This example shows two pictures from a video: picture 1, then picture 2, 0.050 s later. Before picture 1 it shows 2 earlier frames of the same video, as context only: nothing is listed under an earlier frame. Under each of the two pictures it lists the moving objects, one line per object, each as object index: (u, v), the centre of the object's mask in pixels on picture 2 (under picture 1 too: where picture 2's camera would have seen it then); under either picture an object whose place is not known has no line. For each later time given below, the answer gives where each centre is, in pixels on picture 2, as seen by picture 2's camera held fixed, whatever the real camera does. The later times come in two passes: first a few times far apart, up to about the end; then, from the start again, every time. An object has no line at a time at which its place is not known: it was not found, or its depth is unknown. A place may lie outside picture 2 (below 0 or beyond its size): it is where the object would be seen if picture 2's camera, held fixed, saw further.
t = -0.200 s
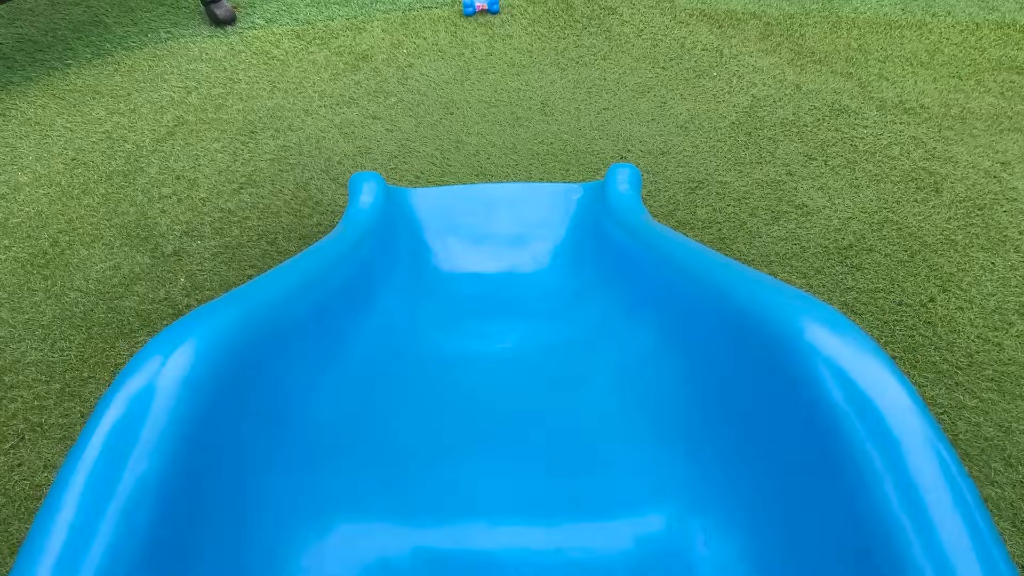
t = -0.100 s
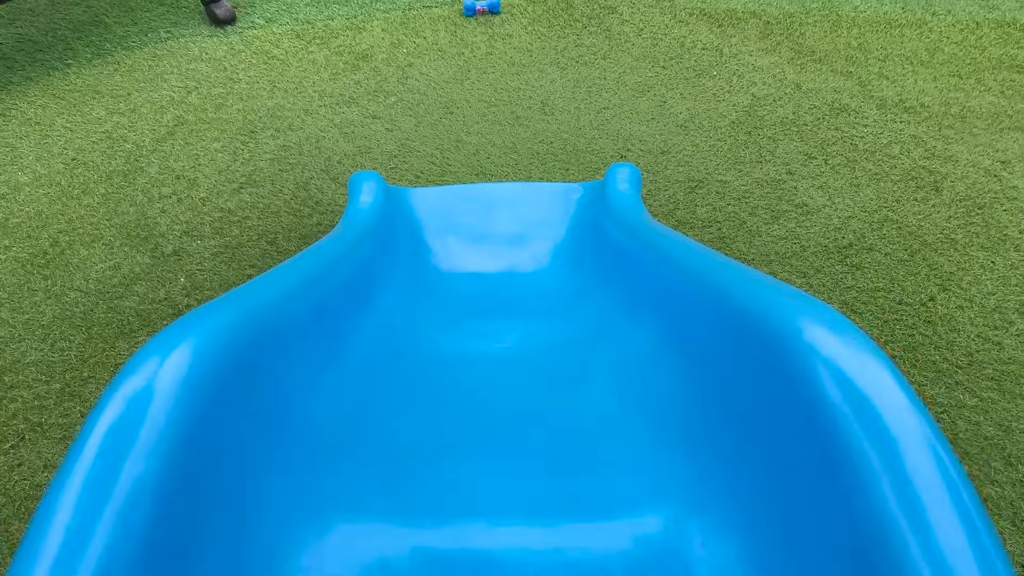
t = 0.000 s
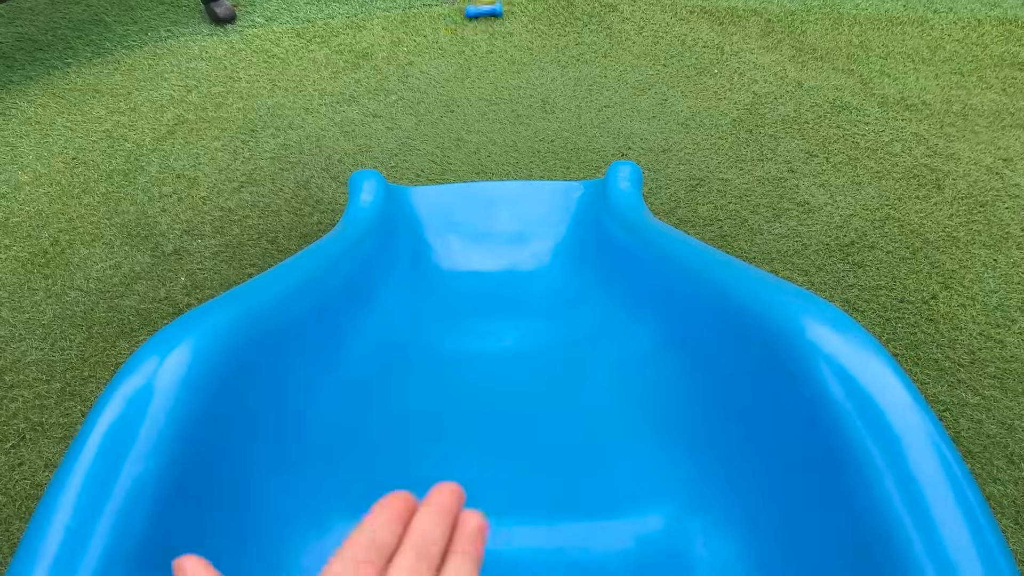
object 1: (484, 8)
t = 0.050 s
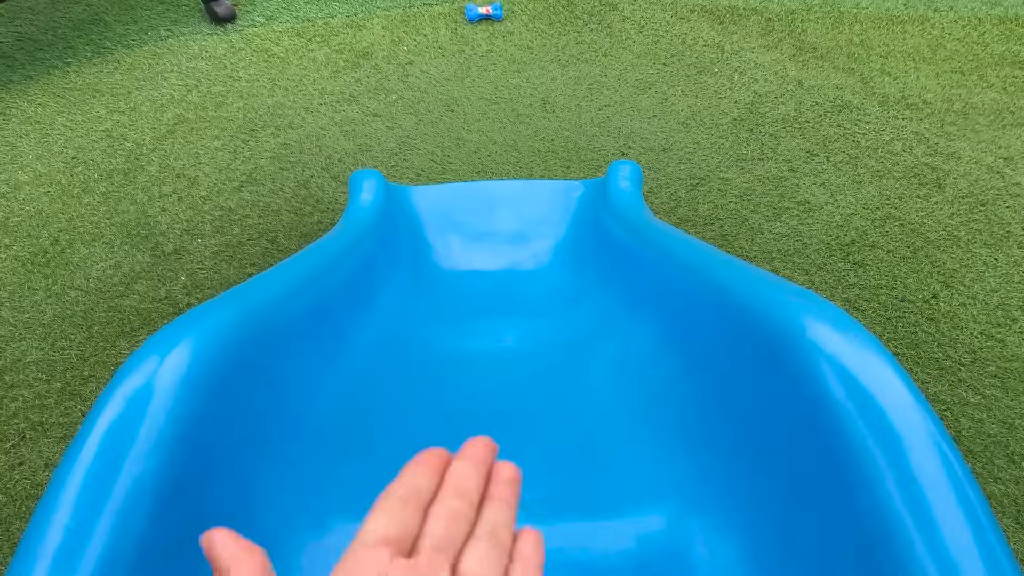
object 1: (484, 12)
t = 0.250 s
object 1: (480, 24)
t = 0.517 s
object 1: (473, 85)
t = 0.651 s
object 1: (475, 144)
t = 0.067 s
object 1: (484, 12)
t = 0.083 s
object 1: (484, 12)
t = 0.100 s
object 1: (484, 12)
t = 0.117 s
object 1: (484, 13)
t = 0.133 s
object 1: (483, 14)
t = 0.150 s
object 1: (483, 16)
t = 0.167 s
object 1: (483, 19)
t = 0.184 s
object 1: (482, 22)
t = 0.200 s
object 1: (482, 24)
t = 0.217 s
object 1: (480, 24)
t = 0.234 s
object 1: (480, 24)
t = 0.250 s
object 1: (480, 24)
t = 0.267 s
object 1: (480, 24)
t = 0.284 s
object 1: (479, 25)
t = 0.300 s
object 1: (480, 28)
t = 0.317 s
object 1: (479, 32)
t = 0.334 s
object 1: (479, 38)
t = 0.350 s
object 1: (478, 44)
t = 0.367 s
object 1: (477, 48)
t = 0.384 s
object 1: (477, 50)
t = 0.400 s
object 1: (476, 52)
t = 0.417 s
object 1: (476, 55)
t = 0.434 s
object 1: (475, 59)
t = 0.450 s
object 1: (474, 64)
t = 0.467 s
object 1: (474, 70)
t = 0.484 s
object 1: (473, 76)
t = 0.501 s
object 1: (473, 81)
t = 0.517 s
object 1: (473, 85)
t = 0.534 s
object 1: (473, 89)
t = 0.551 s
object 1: (473, 94)
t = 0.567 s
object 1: (473, 101)
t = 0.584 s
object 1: (474, 109)
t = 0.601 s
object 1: (474, 118)
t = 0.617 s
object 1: (473, 127)
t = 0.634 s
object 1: (474, 135)
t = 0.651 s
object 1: (475, 144)
